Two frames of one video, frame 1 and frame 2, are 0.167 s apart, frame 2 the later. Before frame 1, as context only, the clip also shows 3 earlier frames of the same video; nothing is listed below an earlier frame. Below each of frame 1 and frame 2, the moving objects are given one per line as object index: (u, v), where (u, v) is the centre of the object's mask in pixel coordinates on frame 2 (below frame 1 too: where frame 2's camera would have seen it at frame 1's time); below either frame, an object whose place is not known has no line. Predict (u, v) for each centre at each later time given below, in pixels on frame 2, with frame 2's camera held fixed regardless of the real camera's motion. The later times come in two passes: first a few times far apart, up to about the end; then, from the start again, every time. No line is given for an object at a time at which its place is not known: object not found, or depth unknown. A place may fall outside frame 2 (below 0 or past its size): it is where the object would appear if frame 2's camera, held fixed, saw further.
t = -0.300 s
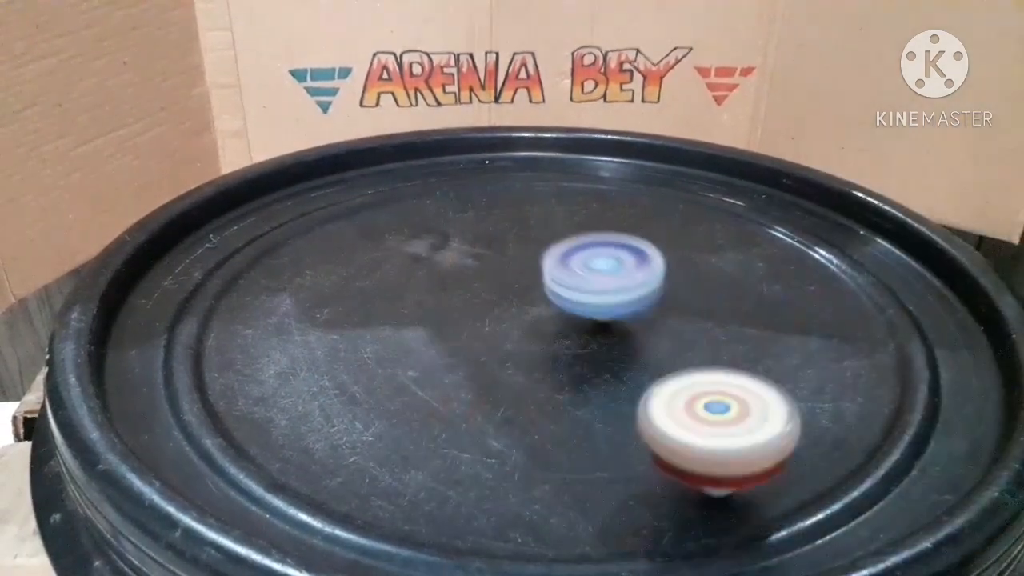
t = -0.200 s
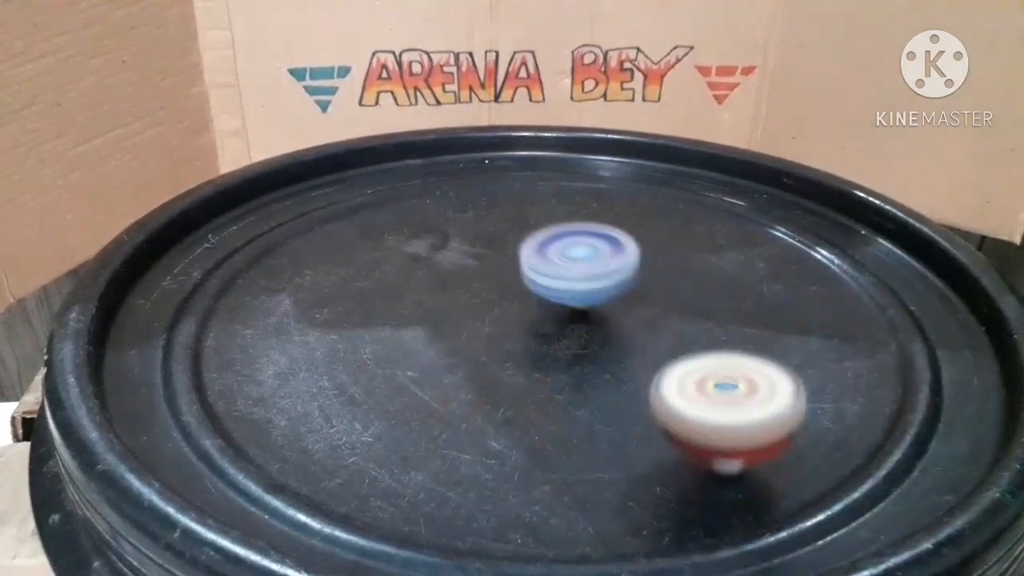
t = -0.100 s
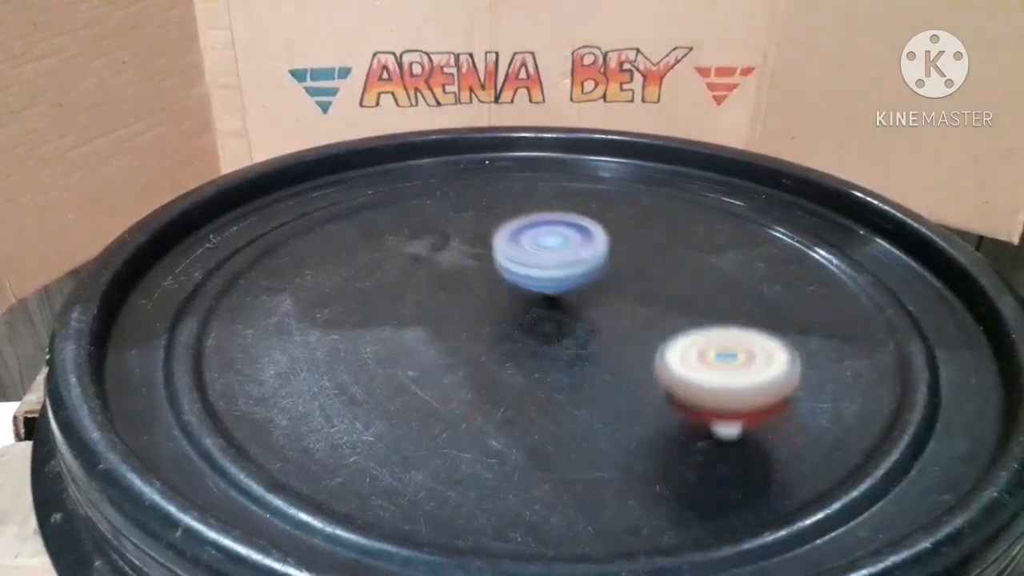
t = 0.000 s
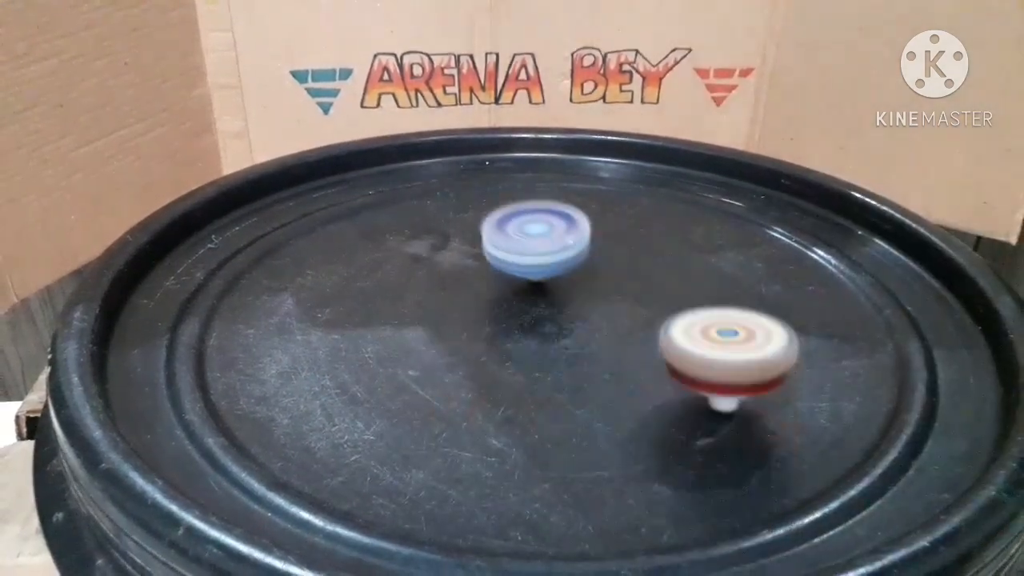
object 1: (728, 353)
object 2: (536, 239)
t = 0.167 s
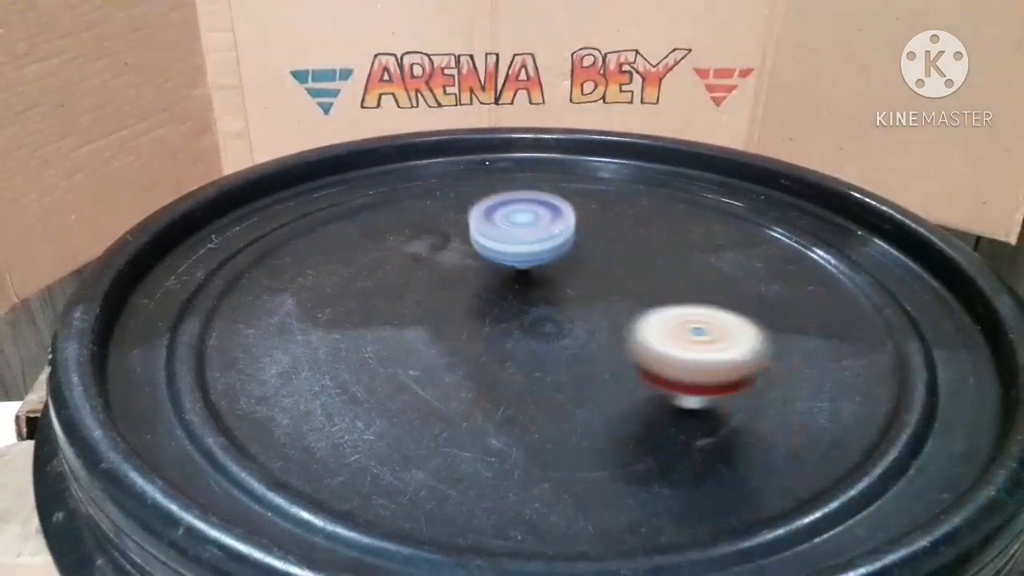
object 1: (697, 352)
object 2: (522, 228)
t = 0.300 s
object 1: (601, 348)
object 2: (512, 223)
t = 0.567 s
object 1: (400, 360)
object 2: (485, 221)
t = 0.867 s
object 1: (424, 411)
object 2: (459, 233)
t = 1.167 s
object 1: (498, 345)
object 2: (436, 255)
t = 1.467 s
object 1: (502, 315)
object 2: (395, 238)
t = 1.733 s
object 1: (523, 319)
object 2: (392, 221)
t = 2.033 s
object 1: (522, 300)
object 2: (422, 225)
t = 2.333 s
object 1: (510, 303)
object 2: (456, 244)
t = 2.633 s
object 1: (605, 352)
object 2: (471, 243)
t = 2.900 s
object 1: (654, 361)
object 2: (489, 245)
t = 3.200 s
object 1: (636, 367)
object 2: (514, 256)
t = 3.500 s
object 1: (587, 344)
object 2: (530, 269)
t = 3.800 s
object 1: (533, 373)
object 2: (541, 263)
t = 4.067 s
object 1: (539, 406)
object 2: (539, 250)
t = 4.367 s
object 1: (482, 369)
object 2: (538, 241)
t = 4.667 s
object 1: (447, 334)
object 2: (535, 245)
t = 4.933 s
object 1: (396, 311)
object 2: (528, 256)
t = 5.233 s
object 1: (394, 319)
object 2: (526, 274)
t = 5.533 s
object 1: (354, 335)
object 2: (624, 281)
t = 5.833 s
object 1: (413, 369)
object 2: (739, 271)
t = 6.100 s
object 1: (435, 354)
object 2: (776, 264)
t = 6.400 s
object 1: (432, 312)
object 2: (768, 263)
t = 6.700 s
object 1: (454, 274)
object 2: (713, 280)
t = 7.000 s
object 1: (495, 276)
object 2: (596, 316)
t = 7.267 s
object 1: (479, 262)
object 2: (482, 360)
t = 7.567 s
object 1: (526, 267)
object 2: (371, 398)
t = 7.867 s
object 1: (481, 275)
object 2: (346, 398)
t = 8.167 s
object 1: (505, 292)
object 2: (383, 376)
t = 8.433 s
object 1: (531, 285)
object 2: (424, 346)
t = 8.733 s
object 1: (506, 262)
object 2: (424, 324)
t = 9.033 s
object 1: (551, 261)
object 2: (420, 304)
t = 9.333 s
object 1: (580, 270)
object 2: (340, 287)
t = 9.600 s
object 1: (718, 253)
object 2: (232, 256)
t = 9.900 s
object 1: (766, 262)
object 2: (298, 266)
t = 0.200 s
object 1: (677, 351)
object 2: (519, 226)
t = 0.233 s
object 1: (653, 350)
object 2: (516, 225)
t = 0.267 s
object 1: (628, 349)
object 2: (514, 224)
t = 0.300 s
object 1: (601, 348)
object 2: (512, 223)
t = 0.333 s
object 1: (571, 346)
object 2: (509, 222)
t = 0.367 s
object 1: (544, 346)
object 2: (506, 222)
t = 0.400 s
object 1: (518, 347)
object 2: (502, 222)
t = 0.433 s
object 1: (492, 348)
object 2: (499, 221)
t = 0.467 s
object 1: (466, 350)
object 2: (496, 221)
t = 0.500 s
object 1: (440, 353)
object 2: (493, 221)
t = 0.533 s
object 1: (418, 356)
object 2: (488, 221)
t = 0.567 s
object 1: (400, 360)
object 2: (485, 221)
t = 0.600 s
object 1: (387, 365)
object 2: (482, 222)
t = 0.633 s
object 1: (378, 372)
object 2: (479, 223)
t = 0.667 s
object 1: (374, 381)
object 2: (477, 224)
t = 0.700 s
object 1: (375, 392)
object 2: (473, 225)
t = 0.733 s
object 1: (380, 402)
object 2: (470, 226)
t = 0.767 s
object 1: (385, 408)
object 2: (467, 228)
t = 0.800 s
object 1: (392, 411)
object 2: (464, 229)
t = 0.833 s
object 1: (406, 411)
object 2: (462, 231)
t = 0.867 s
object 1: (424, 411)
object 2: (459, 233)
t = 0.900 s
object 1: (443, 410)
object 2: (456, 235)
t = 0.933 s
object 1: (460, 409)
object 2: (453, 237)
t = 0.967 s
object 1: (473, 407)
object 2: (450, 239)
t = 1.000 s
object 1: (484, 402)
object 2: (448, 242)
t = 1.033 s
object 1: (494, 394)
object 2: (446, 244)
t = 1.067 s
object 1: (499, 384)
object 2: (443, 246)
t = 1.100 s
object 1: (502, 371)
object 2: (441, 249)
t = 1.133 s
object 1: (502, 358)
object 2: (438, 252)
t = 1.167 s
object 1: (498, 345)
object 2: (436, 255)
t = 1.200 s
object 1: (493, 332)
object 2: (434, 257)
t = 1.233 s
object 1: (488, 321)
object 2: (429, 257)
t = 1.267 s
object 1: (484, 313)
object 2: (423, 256)
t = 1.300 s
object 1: (485, 313)
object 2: (416, 252)
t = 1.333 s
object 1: (484, 312)
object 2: (410, 249)
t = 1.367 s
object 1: (487, 311)
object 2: (406, 247)
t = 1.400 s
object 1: (491, 311)
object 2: (401, 244)
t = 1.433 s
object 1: (496, 313)
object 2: (398, 241)
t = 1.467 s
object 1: (502, 315)
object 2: (395, 238)
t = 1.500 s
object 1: (506, 317)
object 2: (392, 235)
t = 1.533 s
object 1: (506, 317)
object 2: (390, 233)
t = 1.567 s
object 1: (509, 317)
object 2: (389, 230)
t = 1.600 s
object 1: (515, 317)
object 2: (388, 227)
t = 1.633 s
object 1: (520, 317)
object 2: (389, 225)
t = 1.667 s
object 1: (523, 318)
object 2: (390, 224)
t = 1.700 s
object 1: (523, 319)
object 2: (391, 222)
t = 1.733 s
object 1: (523, 319)
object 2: (392, 221)
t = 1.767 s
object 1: (524, 317)
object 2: (395, 220)
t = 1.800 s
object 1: (526, 314)
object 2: (397, 219)
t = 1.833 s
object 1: (529, 311)
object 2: (400, 219)
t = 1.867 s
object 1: (534, 308)
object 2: (403, 219)
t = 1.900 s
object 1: (536, 307)
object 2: (406, 219)
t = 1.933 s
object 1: (535, 306)
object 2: (410, 220)
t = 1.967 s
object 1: (532, 304)
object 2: (413, 221)
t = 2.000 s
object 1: (527, 303)
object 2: (418, 223)
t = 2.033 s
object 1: (522, 300)
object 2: (422, 225)
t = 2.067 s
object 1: (521, 298)
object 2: (427, 227)
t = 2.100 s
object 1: (520, 298)
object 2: (431, 229)
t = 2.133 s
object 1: (519, 298)
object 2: (435, 232)
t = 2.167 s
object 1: (518, 299)
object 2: (439, 234)
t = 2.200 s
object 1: (516, 301)
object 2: (444, 237)
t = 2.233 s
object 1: (511, 302)
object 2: (447, 240)
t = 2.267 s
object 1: (508, 302)
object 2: (451, 241)
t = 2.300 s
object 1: (506, 300)
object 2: (454, 243)
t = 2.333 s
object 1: (510, 303)
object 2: (456, 244)
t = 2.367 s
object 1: (518, 308)
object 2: (456, 245)
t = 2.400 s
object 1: (528, 314)
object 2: (459, 246)
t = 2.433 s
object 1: (537, 322)
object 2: (461, 245)
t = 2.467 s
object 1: (548, 330)
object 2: (461, 244)
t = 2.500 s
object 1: (561, 337)
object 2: (463, 244)
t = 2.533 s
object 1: (575, 344)
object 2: (465, 244)
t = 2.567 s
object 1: (586, 348)
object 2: (467, 243)
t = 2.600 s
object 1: (597, 351)
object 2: (469, 243)
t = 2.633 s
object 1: (605, 352)
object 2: (471, 243)
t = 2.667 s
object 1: (612, 352)
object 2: (473, 243)
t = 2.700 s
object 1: (621, 352)
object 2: (475, 243)
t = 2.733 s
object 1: (628, 354)
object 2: (477, 243)
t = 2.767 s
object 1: (634, 355)
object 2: (480, 243)
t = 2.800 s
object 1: (640, 357)
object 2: (482, 244)
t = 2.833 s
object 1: (645, 358)
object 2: (484, 244)
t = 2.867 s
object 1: (650, 359)
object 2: (487, 245)
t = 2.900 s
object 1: (654, 361)
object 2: (489, 245)
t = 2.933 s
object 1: (657, 363)
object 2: (492, 246)
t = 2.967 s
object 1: (660, 366)
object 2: (495, 247)
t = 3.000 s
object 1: (660, 370)
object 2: (497, 248)
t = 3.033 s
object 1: (656, 375)
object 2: (500, 249)
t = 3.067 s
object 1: (649, 377)
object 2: (503, 250)
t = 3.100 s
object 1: (644, 376)
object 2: (505, 252)
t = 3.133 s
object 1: (641, 373)
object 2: (508, 253)
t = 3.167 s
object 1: (638, 370)
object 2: (511, 254)
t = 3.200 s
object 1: (636, 367)
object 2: (514, 256)
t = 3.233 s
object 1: (636, 364)
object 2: (516, 257)
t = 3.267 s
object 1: (639, 362)
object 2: (518, 259)
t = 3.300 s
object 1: (642, 362)
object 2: (519, 261)
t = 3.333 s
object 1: (641, 362)
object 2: (521, 262)
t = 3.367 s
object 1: (636, 361)
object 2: (523, 264)
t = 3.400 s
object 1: (625, 358)
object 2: (525, 266)
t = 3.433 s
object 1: (613, 354)
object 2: (527, 268)
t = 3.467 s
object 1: (600, 349)
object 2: (529, 269)
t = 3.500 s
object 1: (587, 344)
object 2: (530, 269)
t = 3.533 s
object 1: (577, 340)
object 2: (531, 268)
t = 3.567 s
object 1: (569, 336)
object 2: (532, 268)
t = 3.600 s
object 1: (563, 335)
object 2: (534, 267)
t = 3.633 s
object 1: (559, 341)
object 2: (536, 266)
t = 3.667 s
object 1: (555, 347)
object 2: (538, 267)
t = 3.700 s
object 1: (547, 354)
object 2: (539, 267)
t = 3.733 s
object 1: (541, 361)
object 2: (541, 265)
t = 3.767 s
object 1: (536, 367)
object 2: (541, 264)
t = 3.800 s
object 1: (533, 373)
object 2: (541, 263)
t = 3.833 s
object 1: (532, 377)
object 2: (542, 261)
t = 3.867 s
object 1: (533, 382)
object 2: (542, 259)
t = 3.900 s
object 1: (536, 386)
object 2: (542, 257)
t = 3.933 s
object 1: (540, 390)
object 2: (542, 256)
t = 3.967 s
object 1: (545, 395)
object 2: (541, 254)
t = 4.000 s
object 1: (548, 401)
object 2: (541, 253)
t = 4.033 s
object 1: (546, 405)
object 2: (540, 252)
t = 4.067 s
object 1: (539, 406)
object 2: (539, 250)
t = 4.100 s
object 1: (530, 407)
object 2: (539, 249)
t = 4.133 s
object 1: (520, 407)
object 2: (539, 247)
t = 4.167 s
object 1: (510, 404)
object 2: (538, 246)
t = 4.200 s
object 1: (500, 400)
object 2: (538, 245)
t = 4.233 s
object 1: (492, 395)
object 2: (538, 244)
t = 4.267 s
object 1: (486, 388)
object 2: (538, 242)
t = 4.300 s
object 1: (483, 382)
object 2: (538, 242)
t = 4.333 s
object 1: (481, 375)
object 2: (538, 242)
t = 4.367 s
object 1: (482, 369)
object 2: (538, 241)
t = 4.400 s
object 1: (486, 364)
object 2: (538, 241)
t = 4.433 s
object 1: (491, 361)
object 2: (537, 241)
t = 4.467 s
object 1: (495, 360)
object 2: (537, 241)
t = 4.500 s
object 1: (496, 357)
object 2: (537, 241)
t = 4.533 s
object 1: (493, 354)
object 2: (537, 241)
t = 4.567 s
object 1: (485, 349)
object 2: (536, 242)
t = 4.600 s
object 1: (475, 344)
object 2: (536, 243)
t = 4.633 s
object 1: (461, 338)
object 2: (536, 244)
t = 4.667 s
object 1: (447, 334)
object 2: (535, 245)
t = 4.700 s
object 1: (433, 330)
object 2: (534, 246)
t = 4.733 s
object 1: (421, 327)
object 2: (534, 247)
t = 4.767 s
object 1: (412, 324)
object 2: (532, 248)
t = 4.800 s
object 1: (404, 321)
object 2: (532, 250)
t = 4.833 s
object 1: (399, 318)
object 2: (531, 251)
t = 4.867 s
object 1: (395, 315)
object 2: (529, 253)
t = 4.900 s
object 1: (395, 313)
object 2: (529, 255)
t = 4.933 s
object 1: (396, 311)
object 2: (528, 256)
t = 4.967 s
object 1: (399, 309)
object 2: (528, 258)
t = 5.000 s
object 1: (403, 309)
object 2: (527, 259)
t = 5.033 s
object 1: (407, 310)
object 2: (526, 261)
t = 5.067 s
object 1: (409, 311)
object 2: (526, 263)
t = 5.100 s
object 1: (411, 313)
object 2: (525, 265)
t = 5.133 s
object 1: (409, 316)
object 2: (525, 268)
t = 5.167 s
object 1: (405, 318)
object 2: (525, 270)
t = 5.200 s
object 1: (398, 320)
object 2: (525, 272)
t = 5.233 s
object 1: (394, 319)
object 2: (526, 274)
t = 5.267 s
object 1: (395, 318)
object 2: (527, 277)
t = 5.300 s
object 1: (402, 317)
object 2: (528, 278)
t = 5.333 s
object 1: (413, 314)
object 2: (529, 281)
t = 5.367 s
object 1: (421, 311)
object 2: (533, 282)
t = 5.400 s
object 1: (406, 313)
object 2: (552, 282)
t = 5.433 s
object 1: (389, 315)
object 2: (574, 282)
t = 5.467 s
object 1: (375, 320)
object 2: (591, 282)
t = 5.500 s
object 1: (364, 326)
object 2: (608, 282)
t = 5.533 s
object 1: (354, 335)
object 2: (624, 281)
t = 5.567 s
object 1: (350, 344)
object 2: (640, 281)
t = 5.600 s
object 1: (351, 352)
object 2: (655, 280)
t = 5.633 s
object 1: (355, 358)
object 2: (669, 279)
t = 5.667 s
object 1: (362, 363)
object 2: (683, 278)
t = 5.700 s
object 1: (370, 366)
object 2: (695, 276)
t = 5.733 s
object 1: (381, 368)
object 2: (708, 275)
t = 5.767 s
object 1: (391, 369)
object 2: (719, 274)
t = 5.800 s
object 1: (402, 370)
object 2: (730, 272)
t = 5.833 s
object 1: (413, 369)
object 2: (739, 271)
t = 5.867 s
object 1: (422, 369)
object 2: (748, 270)
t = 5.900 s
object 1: (429, 369)
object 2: (755, 269)
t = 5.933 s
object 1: (433, 369)
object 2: (762, 268)
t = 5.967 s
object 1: (435, 369)
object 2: (767, 267)
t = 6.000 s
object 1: (433, 368)
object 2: (770, 266)
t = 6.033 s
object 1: (429, 364)
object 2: (773, 265)
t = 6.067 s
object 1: (430, 359)
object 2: (775, 265)
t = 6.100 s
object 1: (435, 354)
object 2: (776, 264)
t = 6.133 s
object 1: (444, 347)
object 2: (777, 263)
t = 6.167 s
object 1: (451, 341)
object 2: (777, 263)
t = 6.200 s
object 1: (454, 336)
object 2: (778, 263)
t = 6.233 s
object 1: (456, 331)
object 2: (777, 263)
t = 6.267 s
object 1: (455, 327)
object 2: (776, 262)
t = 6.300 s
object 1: (452, 323)
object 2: (775, 262)
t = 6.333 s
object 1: (446, 320)
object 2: (773, 262)
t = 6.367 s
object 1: (439, 316)
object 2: (770, 262)
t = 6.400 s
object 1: (432, 312)
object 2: (768, 263)
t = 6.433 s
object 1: (426, 308)
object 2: (765, 264)
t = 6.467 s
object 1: (421, 303)
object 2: (760, 264)
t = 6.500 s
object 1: (419, 297)
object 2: (757, 265)
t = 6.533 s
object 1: (419, 292)
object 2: (752, 267)
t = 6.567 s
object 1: (421, 287)
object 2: (745, 269)
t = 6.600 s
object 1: (426, 283)
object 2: (739, 271)
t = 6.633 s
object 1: (434, 279)
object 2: (731, 274)
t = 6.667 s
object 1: (443, 276)
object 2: (722, 276)
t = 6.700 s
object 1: (454, 274)
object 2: (713, 280)
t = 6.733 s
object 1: (464, 273)
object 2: (702, 283)
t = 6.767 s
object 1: (476, 274)
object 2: (691, 286)
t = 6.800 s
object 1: (485, 275)
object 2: (680, 290)
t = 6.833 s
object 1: (492, 277)
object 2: (666, 294)
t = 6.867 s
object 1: (496, 280)
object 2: (652, 298)
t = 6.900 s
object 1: (498, 282)
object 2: (637, 302)
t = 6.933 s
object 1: (498, 281)
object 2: (622, 306)
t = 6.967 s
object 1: (498, 279)
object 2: (609, 311)
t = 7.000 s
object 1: (495, 276)
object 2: (596, 316)
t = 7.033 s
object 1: (493, 273)
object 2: (582, 321)
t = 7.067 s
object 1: (491, 269)
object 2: (568, 326)
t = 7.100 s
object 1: (489, 266)
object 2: (554, 331)
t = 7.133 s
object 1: (486, 265)
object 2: (539, 337)
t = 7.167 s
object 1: (483, 264)
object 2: (526, 342)
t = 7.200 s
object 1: (481, 263)
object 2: (511, 348)
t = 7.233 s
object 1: (479, 263)
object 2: (496, 354)
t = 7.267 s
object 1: (479, 262)
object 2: (482, 360)
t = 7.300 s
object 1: (480, 261)
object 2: (468, 367)
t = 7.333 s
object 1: (484, 259)
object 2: (455, 373)
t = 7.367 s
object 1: (489, 258)
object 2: (441, 378)
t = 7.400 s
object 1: (496, 257)
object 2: (427, 383)
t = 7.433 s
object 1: (503, 258)
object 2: (414, 387)
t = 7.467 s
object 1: (512, 259)
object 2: (401, 391)
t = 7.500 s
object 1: (518, 261)
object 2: (390, 394)
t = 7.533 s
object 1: (523, 263)
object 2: (379, 397)
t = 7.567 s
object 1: (526, 267)
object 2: (371, 398)
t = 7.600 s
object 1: (526, 270)
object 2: (364, 400)
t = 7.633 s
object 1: (524, 274)
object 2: (359, 401)
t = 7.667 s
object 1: (519, 277)
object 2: (356, 401)
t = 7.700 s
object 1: (512, 279)
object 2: (354, 400)
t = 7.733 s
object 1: (504, 280)
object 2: (350, 400)
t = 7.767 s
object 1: (495, 280)
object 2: (347, 400)
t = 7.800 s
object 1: (488, 280)
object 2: (346, 400)
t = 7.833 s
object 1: (482, 278)
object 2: (346, 399)
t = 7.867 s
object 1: (481, 275)
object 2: (346, 398)
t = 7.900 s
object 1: (481, 274)
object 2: (348, 397)
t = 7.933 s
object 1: (483, 274)
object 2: (351, 396)
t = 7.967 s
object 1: (490, 275)
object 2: (353, 394)
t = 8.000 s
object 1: (494, 277)
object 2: (356, 393)
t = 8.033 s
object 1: (497, 281)
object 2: (359, 390)
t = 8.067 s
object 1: (500, 284)
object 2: (364, 388)
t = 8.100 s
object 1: (502, 287)
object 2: (369, 384)
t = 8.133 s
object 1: (504, 290)
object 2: (376, 381)
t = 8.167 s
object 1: (505, 292)
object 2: (383, 376)
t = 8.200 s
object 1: (506, 294)
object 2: (390, 371)
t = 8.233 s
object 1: (507, 295)
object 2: (399, 366)
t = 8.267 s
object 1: (508, 296)
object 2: (407, 360)
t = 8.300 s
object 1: (509, 296)
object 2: (416, 355)
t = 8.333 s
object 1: (513, 294)
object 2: (423, 349)
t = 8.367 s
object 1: (520, 291)
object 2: (422, 349)
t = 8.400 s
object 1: (527, 288)
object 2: (423, 348)
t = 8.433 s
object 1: (531, 285)
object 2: (424, 346)
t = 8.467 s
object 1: (533, 283)
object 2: (424, 344)
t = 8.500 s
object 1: (533, 282)
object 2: (424, 342)
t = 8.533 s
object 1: (530, 279)
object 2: (425, 339)
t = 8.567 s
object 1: (525, 277)
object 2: (424, 337)
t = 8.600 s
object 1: (519, 274)
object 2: (424, 334)
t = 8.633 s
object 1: (515, 271)
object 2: (424, 332)
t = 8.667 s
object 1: (511, 268)
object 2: (424, 329)
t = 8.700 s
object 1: (508, 265)
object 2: (424, 327)
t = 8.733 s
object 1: (506, 262)
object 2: (424, 324)
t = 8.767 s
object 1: (507, 260)
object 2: (424, 321)
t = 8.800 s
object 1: (510, 257)
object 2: (424, 318)
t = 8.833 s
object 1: (514, 256)
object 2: (424, 316)
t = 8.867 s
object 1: (521, 255)
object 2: (423, 314)
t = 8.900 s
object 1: (528, 254)
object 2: (423, 312)
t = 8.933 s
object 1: (535, 255)
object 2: (422, 309)
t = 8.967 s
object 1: (542, 256)
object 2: (421, 307)
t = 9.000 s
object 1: (547, 258)
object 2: (420, 305)
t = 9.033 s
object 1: (551, 261)
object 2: (420, 304)
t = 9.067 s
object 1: (554, 263)
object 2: (419, 301)
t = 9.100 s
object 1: (554, 266)
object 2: (418, 299)
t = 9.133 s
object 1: (552, 269)
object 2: (417, 298)
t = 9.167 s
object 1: (548, 271)
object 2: (416, 296)
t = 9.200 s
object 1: (541, 274)
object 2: (415, 294)
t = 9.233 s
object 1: (534, 276)
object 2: (414, 293)
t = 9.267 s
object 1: (531, 276)
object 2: (404, 291)
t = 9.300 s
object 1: (554, 271)
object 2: (370, 290)
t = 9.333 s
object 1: (580, 270)
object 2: (340, 287)
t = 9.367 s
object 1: (603, 266)
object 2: (314, 283)
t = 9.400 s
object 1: (626, 264)
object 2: (294, 281)
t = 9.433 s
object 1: (646, 262)
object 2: (275, 277)
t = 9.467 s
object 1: (665, 259)
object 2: (257, 273)
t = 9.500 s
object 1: (682, 258)
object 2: (244, 268)
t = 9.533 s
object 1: (700, 257)
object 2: (232, 264)
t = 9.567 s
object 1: (711, 255)
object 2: (226, 258)
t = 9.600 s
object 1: (718, 253)
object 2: (232, 256)
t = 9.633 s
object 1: (722, 252)
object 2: (244, 253)
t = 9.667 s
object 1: (725, 250)
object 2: (254, 251)
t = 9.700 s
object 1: (731, 248)
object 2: (257, 249)
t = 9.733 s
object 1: (740, 248)
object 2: (258, 250)
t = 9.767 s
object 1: (748, 251)
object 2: (262, 251)
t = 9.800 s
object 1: (756, 253)
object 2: (267, 253)
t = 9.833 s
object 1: (761, 256)
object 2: (275, 257)
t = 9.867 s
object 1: (764, 259)
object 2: (286, 261)
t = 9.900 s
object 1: (766, 262)
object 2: (298, 266)
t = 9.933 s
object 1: (766, 264)
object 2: (311, 272)
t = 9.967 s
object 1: (766, 267)
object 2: (326, 278)
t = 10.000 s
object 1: (765, 269)
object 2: (341, 283)
